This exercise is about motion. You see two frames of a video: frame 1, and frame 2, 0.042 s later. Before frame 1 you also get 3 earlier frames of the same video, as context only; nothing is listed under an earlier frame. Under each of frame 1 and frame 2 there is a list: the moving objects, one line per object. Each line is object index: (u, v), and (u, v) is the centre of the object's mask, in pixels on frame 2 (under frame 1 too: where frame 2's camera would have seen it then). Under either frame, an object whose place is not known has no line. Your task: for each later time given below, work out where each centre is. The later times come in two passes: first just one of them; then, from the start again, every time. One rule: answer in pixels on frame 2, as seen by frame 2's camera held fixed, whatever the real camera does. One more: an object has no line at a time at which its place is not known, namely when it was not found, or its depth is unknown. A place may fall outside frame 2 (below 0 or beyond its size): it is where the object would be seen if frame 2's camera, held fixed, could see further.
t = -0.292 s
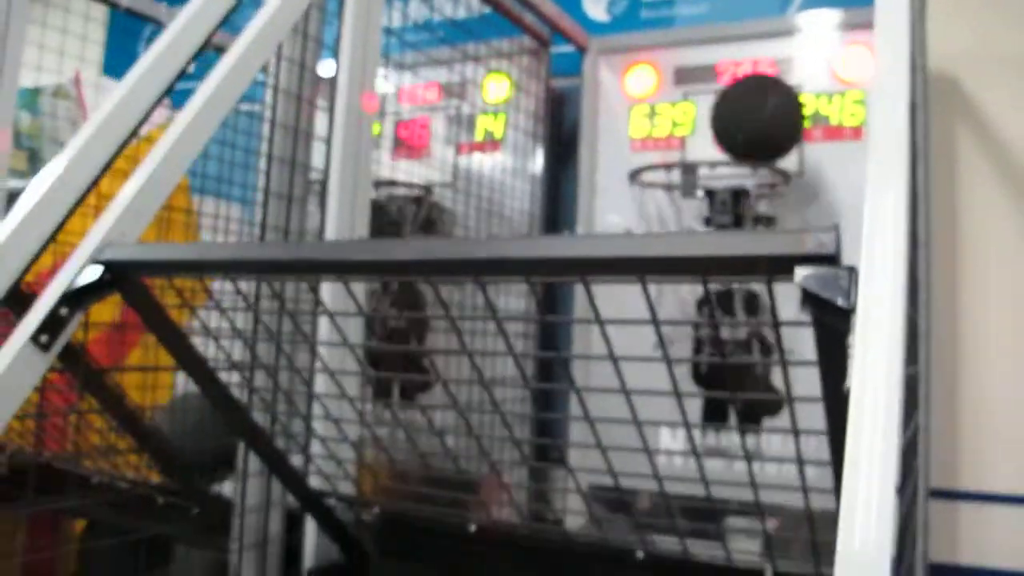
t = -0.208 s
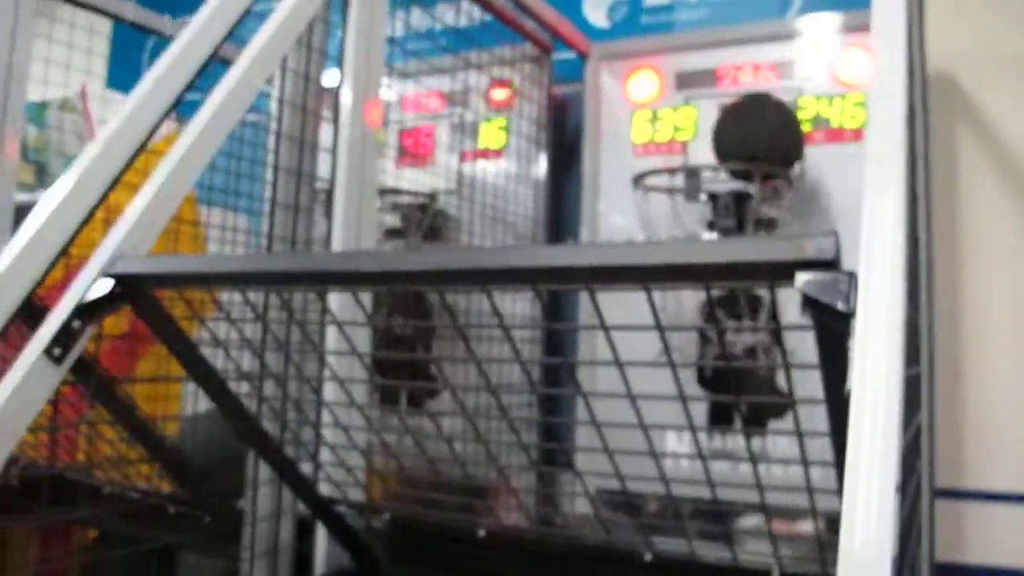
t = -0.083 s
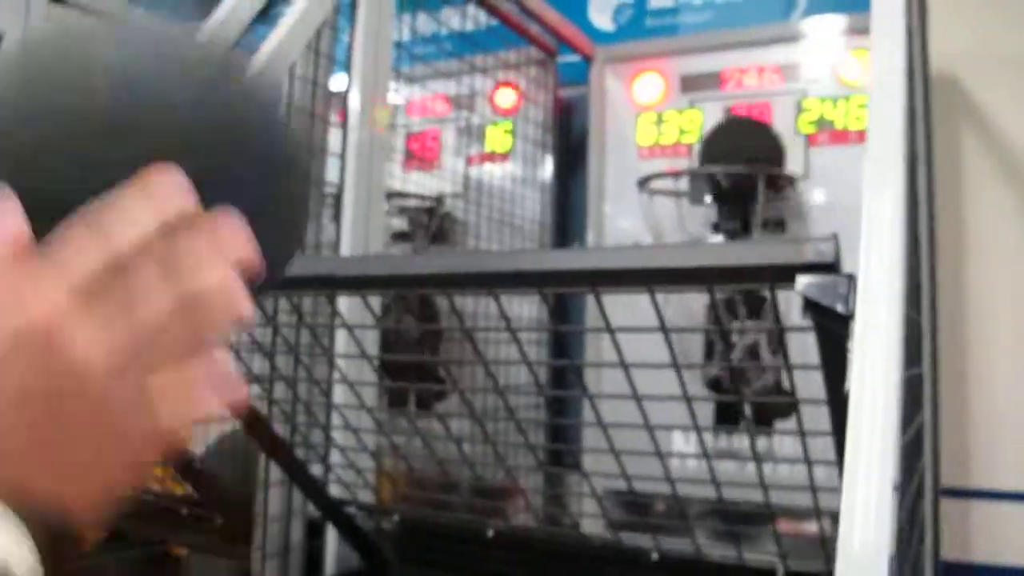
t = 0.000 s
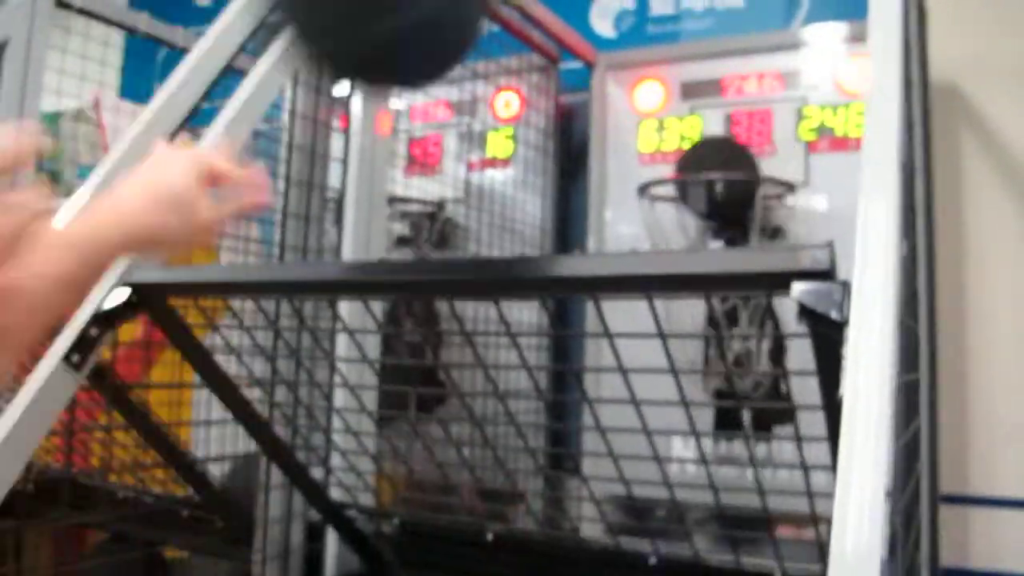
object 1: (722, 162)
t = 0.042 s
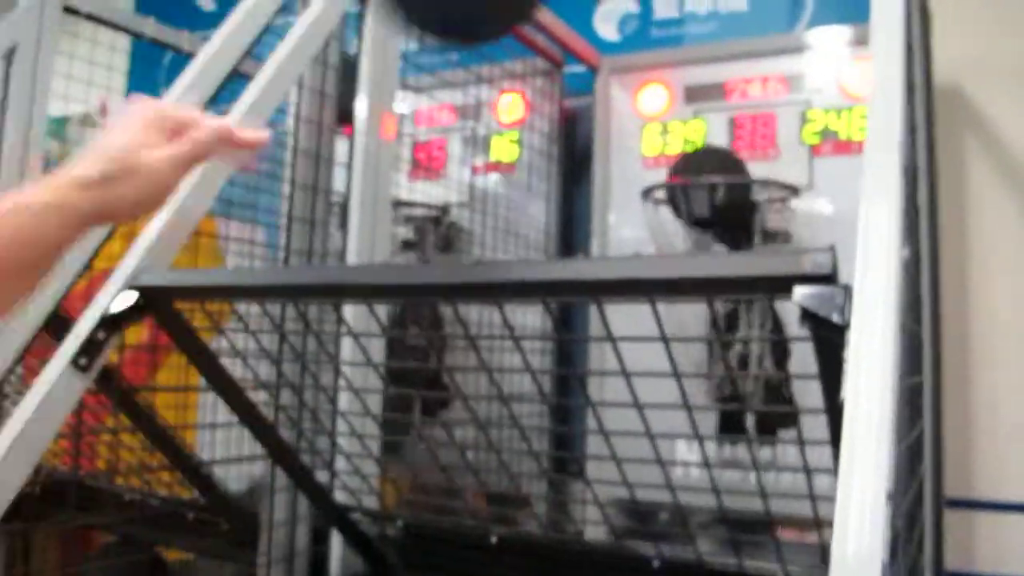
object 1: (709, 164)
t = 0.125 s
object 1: (683, 197)
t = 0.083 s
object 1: (687, 185)
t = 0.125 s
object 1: (683, 197)
